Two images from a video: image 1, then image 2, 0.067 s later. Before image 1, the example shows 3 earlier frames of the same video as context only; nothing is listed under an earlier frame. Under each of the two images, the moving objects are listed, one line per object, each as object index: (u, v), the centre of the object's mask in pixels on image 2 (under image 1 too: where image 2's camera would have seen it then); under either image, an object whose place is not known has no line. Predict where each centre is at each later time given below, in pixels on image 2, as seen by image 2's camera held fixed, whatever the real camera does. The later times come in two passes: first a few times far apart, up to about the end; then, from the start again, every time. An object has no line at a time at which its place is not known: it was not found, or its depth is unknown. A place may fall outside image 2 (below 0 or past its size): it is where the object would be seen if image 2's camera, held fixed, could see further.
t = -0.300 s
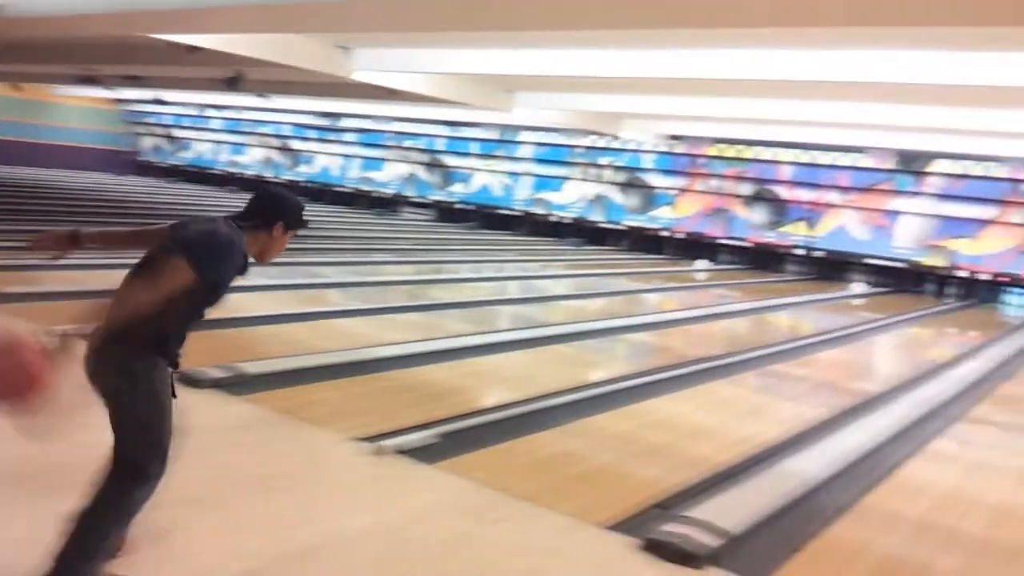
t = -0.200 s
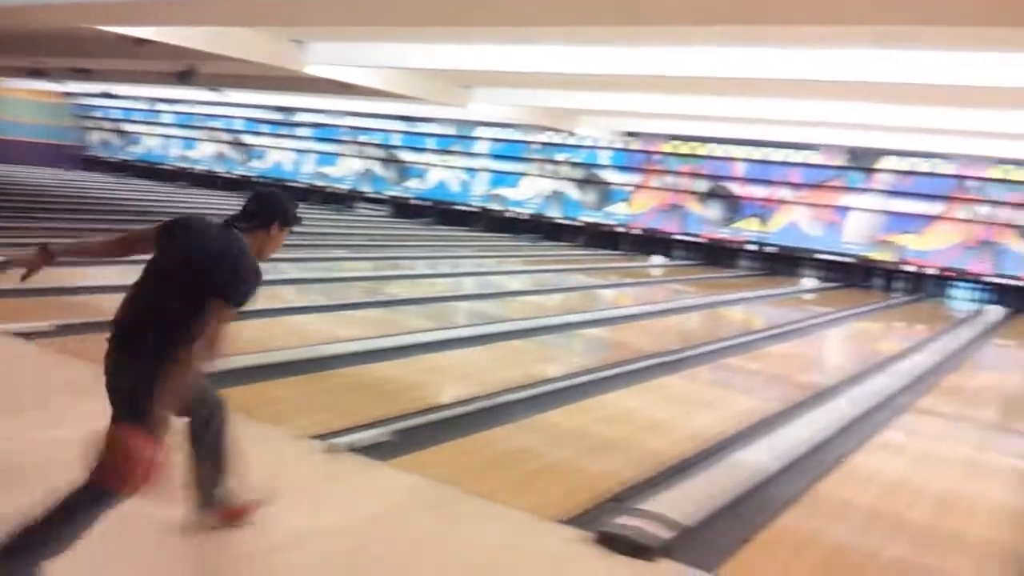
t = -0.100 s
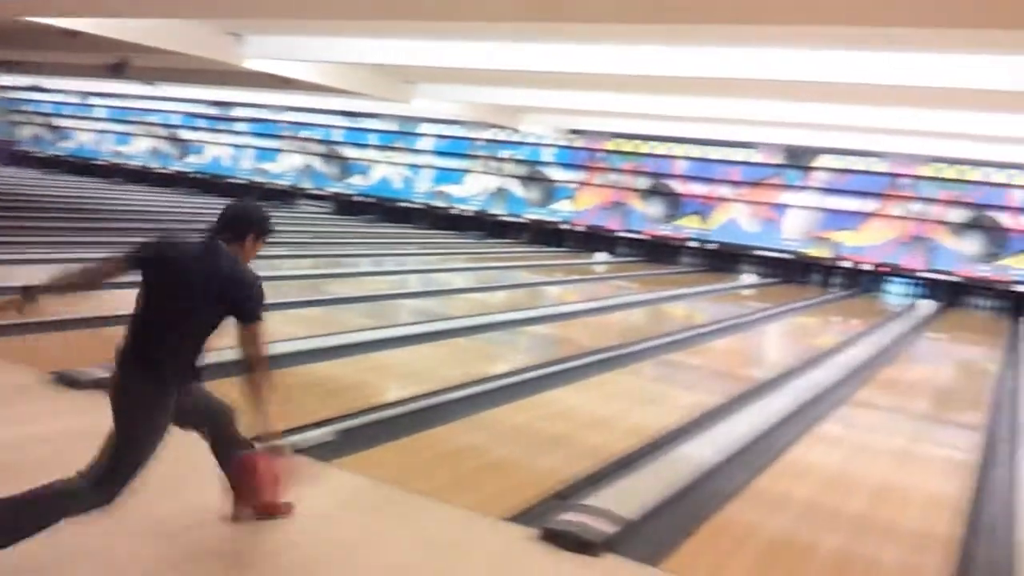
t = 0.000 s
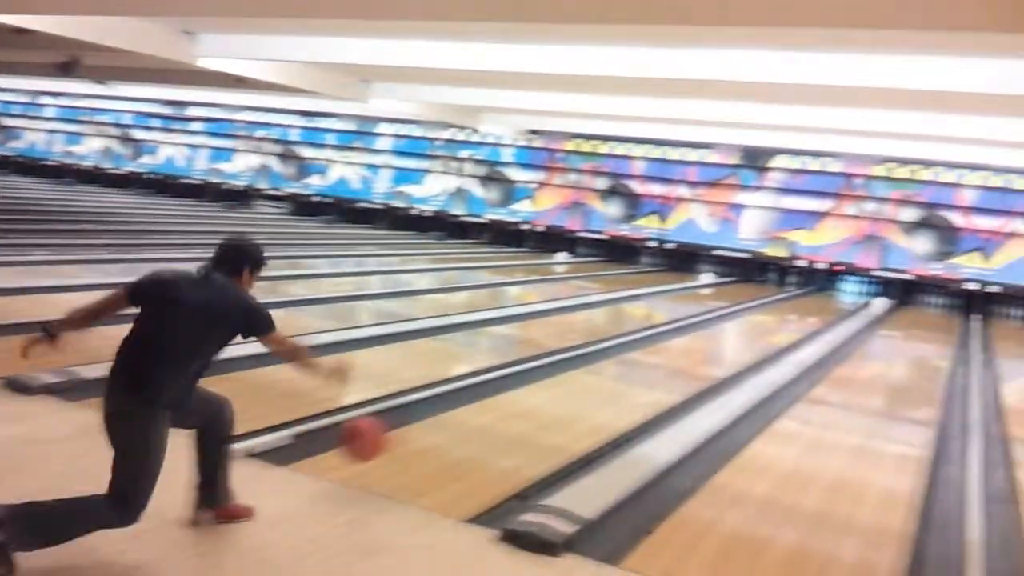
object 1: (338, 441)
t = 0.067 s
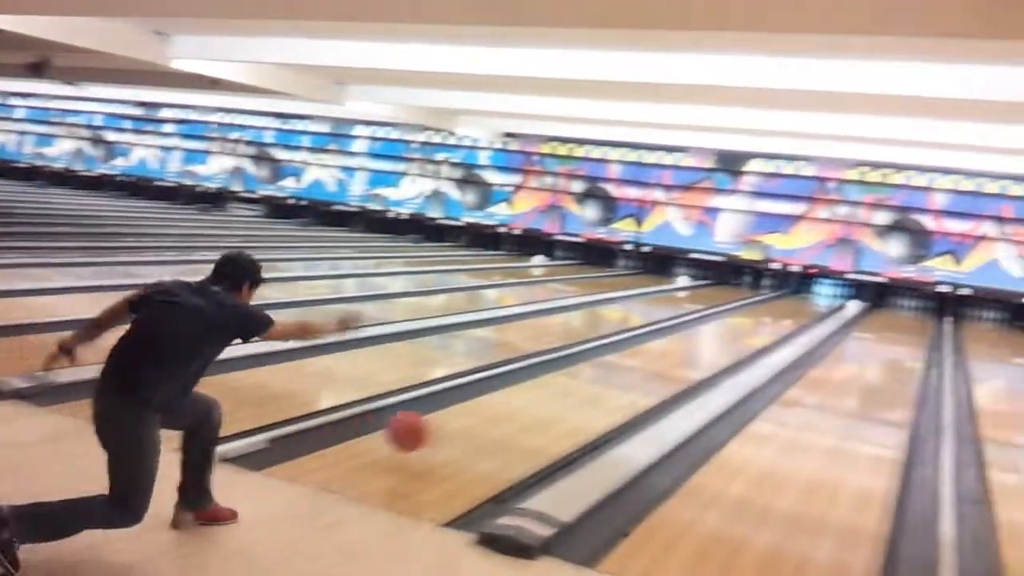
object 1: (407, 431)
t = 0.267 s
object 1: (544, 396)
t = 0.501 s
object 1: (636, 363)
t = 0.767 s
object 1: (697, 339)
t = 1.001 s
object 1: (735, 325)
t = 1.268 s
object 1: (765, 312)
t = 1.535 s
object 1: (788, 304)
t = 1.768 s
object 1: (803, 299)
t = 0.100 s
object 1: (437, 430)
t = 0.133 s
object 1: (461, 428)
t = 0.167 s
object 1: (486, 416)
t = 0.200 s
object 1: (507, 408)
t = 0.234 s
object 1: (526, 400)
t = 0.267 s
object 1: (544, 396)
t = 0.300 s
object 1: (560, 391)
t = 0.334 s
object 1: (575, 385)
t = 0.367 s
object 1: (589, 378)
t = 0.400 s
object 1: (602, 374)
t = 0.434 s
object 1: (614, 370)
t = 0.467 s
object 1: (625, 366)
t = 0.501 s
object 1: (636, 363)
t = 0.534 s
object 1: (645, 359)
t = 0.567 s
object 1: (654, 356)
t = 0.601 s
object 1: (663, 353)
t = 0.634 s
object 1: (670, 350)
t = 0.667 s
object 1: (678, 346)
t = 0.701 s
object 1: (685, 344)
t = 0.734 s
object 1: (692, 341)
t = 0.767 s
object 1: (697, 339)
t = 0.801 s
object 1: (703, 337)
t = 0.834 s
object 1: (710, 335)
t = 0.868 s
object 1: (715, 332)
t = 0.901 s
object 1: (720, 330)
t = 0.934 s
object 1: (725, 329)
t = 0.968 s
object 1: (731, 327)
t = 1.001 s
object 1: (735, 325)
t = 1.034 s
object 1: (739, 323)
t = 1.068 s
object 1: (743, 321)
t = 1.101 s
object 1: (747, 320)
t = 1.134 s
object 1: (752, 318)
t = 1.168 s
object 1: (755, 317)
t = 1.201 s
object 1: (758, 316)
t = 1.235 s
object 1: (761, 314)
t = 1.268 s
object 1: (765, 312)
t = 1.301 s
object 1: (769, 311)
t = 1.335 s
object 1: (772, 310)
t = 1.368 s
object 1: (774, 310)
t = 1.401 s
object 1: (777, 308)
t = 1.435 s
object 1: (779, 307)
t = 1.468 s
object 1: (782, 306)
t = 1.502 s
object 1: (785, 305)
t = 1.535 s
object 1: (788, 304)
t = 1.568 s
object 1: (790, 303)
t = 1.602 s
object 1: (793, 302)
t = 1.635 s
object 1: (795, 302)
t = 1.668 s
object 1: (797, 301)
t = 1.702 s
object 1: (800, 300)
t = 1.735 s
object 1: (801, 300)
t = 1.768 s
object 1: (803, 299)
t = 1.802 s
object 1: (804, 298)
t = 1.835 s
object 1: (806, 297)
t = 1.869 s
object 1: (808, 296)
